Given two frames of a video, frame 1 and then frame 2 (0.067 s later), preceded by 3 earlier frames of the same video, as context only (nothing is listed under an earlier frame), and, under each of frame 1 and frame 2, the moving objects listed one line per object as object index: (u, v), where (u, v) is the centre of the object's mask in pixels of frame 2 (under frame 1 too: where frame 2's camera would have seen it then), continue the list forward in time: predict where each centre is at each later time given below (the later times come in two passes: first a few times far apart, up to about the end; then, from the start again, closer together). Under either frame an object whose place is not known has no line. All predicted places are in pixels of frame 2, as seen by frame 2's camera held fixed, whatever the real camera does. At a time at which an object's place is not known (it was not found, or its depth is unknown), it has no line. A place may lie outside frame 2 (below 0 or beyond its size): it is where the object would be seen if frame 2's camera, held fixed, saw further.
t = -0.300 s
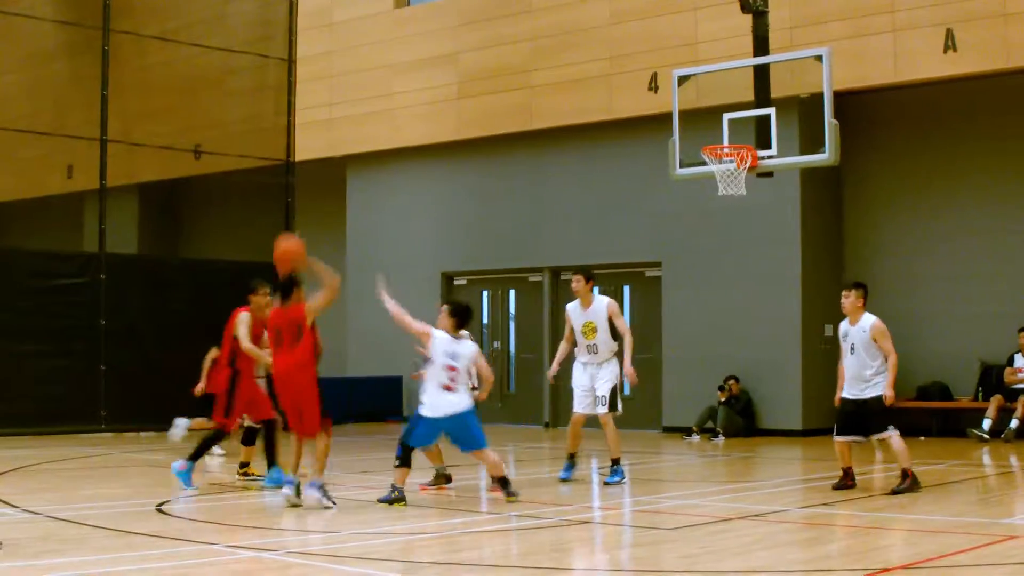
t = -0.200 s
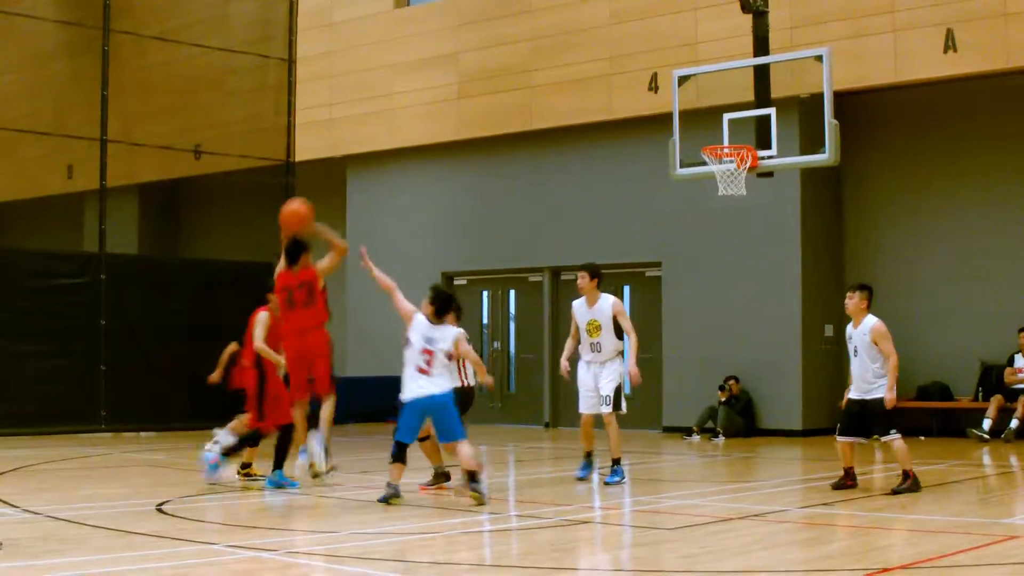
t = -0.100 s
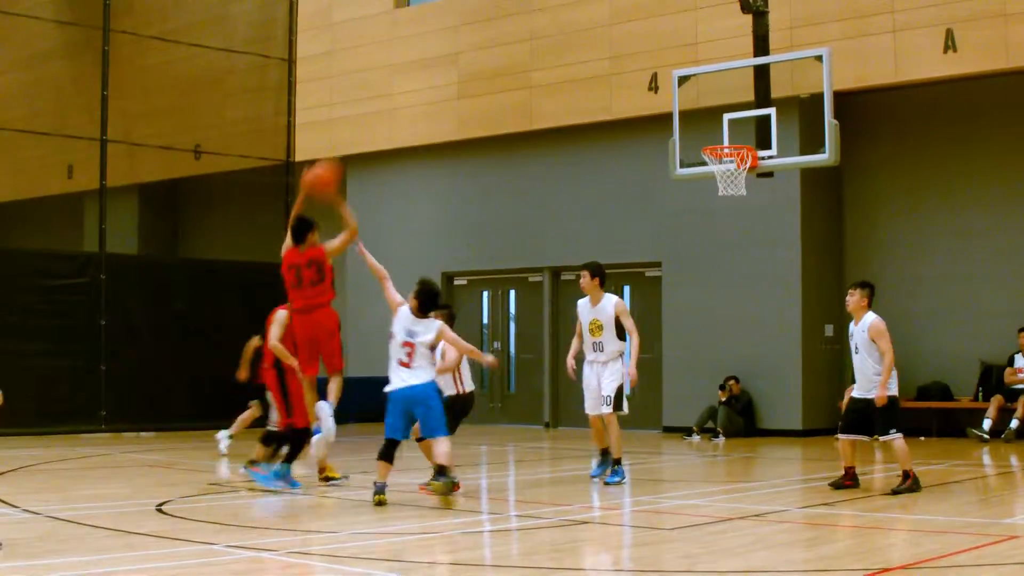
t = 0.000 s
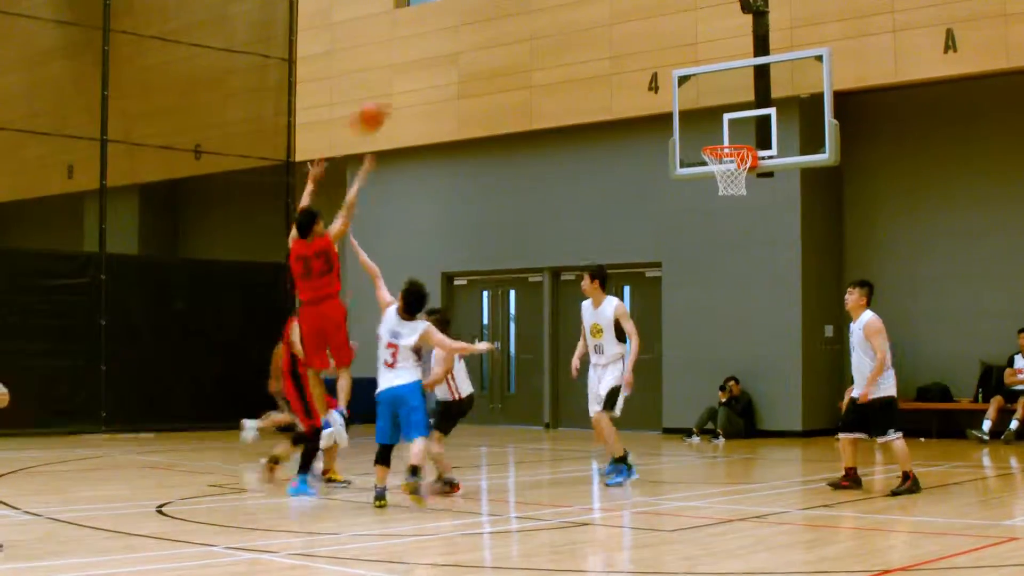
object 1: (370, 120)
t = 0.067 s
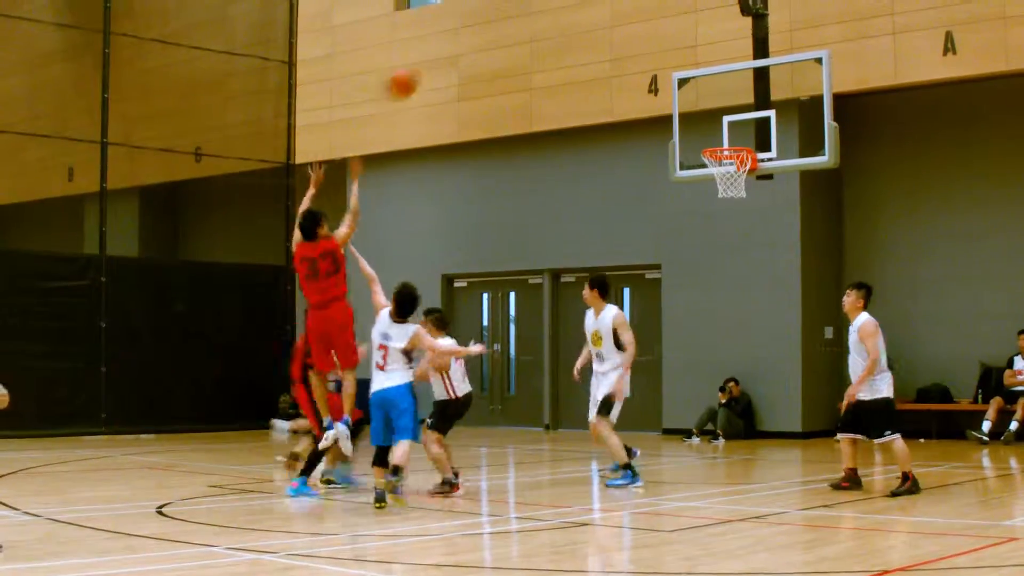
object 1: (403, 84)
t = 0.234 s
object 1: (475, 22)
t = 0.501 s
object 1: (580, 3)
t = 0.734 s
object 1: (661, 36)
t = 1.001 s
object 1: (724, 133)
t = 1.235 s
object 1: (753, 128)
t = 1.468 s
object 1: (813, 135)
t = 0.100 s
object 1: (417, 69)
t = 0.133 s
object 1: (432, 55)
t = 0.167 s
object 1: (447, 43)
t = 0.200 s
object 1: (462, 32)
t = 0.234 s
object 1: (475, 22)
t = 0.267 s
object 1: (490, 15)
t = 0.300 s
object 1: (503, 11)
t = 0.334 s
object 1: (517, 7)
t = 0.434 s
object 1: (556, 3)
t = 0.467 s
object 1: (568, 3)
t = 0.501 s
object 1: (580, 3)
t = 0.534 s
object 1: (592, 5)
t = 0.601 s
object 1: (616, 9)
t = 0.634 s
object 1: (627, 12)
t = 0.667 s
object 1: (638, 20)
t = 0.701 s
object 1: (649, 28)
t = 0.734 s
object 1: (661, 36)
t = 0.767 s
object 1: (671, 46)
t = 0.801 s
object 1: (681, 57)
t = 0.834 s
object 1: (692, 69)
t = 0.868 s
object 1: (703, 82)
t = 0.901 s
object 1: (713, 96)
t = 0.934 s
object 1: (721, 110)
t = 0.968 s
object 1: (729, 123)
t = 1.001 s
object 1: (724, 133)
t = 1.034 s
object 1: (717, 140)
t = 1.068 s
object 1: (715, 142)
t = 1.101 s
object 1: (718, 142)
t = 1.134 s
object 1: (728, 138)
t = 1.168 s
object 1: (737, 134)
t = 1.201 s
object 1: (746, 130)
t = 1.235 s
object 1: (753, 128)
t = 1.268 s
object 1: (761, 126)
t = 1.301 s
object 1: (771, 124)
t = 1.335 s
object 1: (779, 123)
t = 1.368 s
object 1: (788, 123)
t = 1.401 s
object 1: (797, 126)
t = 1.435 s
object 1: (806, 129)
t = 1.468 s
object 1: (813, 135)
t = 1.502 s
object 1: (823, 140)
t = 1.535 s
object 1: (833, 147)
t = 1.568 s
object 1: (843, 156)
